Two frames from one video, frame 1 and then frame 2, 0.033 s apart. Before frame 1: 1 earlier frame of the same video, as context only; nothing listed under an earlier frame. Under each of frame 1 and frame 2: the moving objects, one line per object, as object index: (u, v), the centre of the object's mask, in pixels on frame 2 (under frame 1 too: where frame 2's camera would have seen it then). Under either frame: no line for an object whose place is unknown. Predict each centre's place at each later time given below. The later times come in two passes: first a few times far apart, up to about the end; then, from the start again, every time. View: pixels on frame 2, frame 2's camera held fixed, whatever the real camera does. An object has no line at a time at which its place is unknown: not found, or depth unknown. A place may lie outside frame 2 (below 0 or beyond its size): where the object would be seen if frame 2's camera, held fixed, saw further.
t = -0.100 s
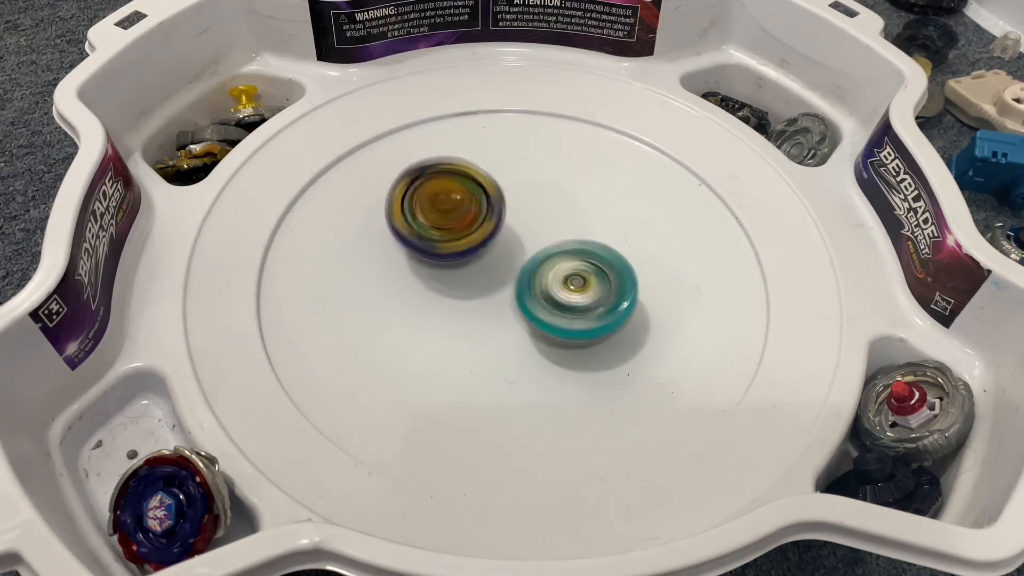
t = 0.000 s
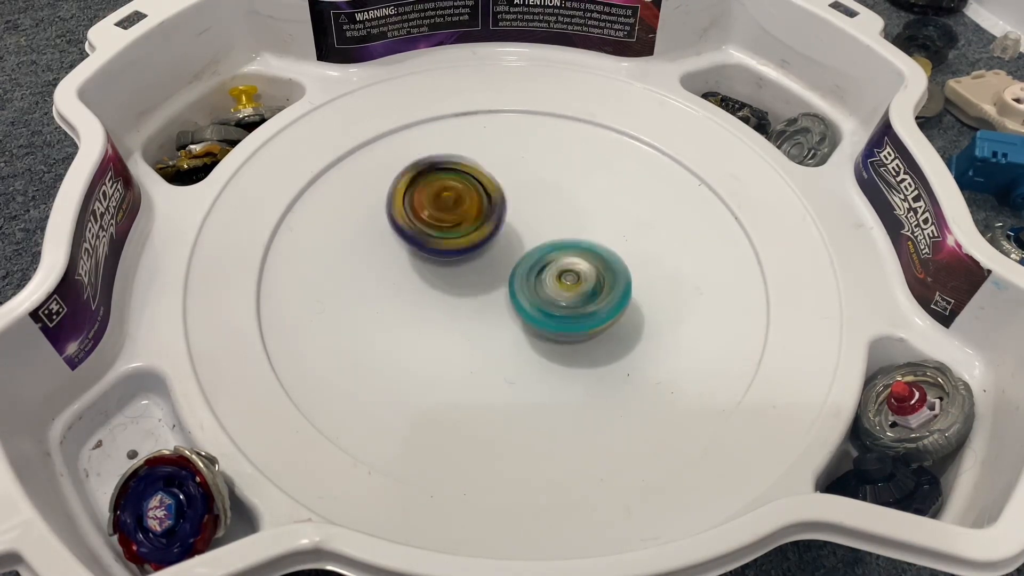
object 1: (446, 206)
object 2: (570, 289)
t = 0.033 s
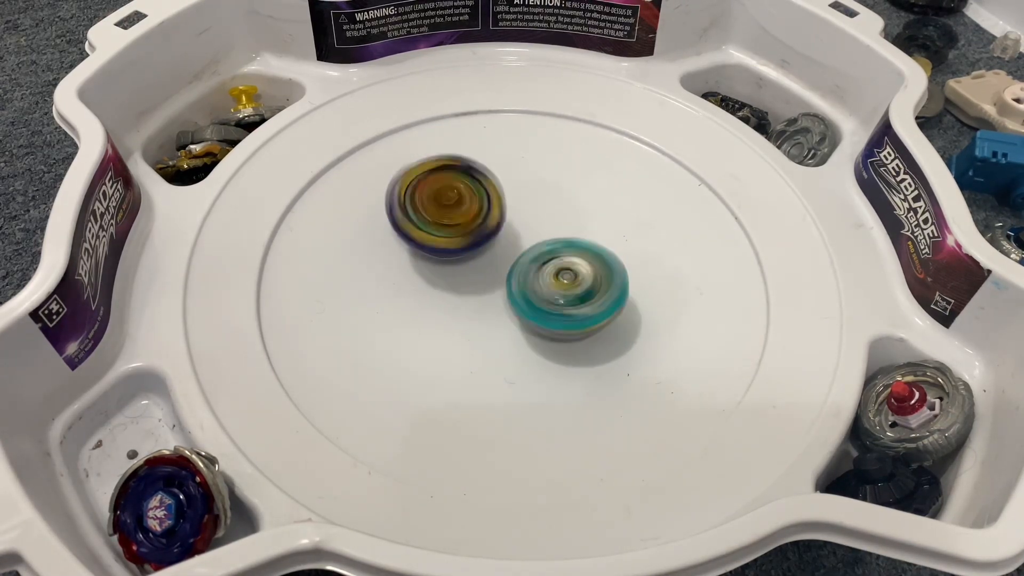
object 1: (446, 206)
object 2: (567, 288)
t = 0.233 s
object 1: (454, 209)
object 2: (554, 282)
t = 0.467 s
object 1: (447, 200)
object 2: (549, 290)
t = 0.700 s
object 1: (461, 204)
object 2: (539, 289)
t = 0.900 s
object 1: (471, 201)
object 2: (533, 290)
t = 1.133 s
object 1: (465, 188)
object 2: (535, 298)
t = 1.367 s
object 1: (478, 201)
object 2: (535, 299)
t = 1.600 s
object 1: (479, 201)
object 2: (535, 299)
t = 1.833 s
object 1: (484, 200)
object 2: (534, 298)
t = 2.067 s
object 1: (493, 202)
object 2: (532, 297)
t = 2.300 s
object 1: (493, 189)
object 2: (532, 306)
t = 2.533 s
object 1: (500, 204)
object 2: (530, 302)
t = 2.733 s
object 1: (500, 204)
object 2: (525, 304)
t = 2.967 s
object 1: (507, 202)
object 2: (520, 302)
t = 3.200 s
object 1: (517, 190)
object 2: (518, 307)
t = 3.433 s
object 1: (521, 195)
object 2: (518, 311)
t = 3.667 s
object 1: (524, 202)
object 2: (514, 314)
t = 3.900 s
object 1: (521, 208)
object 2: (516, 313)
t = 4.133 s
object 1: (524, 212)
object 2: (516, 313)
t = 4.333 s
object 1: (523, 204)
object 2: (516, 315)
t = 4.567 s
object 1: (524, 210)
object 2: (515, 317)
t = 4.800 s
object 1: (520, 206)
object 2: (513, 320)
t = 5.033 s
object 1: (523, 214)
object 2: (518, 314)
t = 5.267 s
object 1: (523, 213)
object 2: (519, 313)
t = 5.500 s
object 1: (517, 205)
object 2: (518, 314)
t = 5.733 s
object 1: (520, 205)
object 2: (522, 314)
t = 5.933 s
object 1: (521, 207)
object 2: (521, 314)
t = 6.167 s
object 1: (524, 213)
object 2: (523, 310)
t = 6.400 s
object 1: (532, 211)
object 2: (523, 310)
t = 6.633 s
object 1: (528, 207)
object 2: (520, 313)
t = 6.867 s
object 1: (528, 209)
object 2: (520, 312)
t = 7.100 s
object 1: (528, 211)
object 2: (519, 312)
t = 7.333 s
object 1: (532, 212)
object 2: (522, 311)
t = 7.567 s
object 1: (530, 204)
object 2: (521, 313)
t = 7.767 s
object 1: (530, 207)
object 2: (520, 313)
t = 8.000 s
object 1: (535, 213)
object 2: (521, 315)
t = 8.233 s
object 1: (541, 217)
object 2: (519, 311)
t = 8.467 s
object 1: (564, 166)
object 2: (501, 346)
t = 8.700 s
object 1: (564, 181)
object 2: (512, 338)
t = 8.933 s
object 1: (505, 237)
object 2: (519, 348)
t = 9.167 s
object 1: (488, 251)
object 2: (524, 357)
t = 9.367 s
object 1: (486, 244)
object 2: (532, 341)
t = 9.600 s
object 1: (468, 231)
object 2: (542, 336)
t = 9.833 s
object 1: (481, 231)
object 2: (552, 324)
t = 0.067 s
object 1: (447, 205)
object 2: (565, 287)
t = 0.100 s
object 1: (447, 204)
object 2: (563, 285)
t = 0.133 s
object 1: (449, 205)
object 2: (561, 284)
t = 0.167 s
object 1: (451, 206)
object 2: (559, 283)
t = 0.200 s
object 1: (453, 208)
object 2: (556, 283)
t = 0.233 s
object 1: (454, 209)
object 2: (554, 282)
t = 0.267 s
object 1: (456, 210)
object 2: (550, 282)
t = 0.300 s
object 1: (458, 211)
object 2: (548, 281)
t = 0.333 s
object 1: (456, 208)
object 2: (548, 283)
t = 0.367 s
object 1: (458, 209)
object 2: (546, 283)
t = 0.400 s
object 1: (455, 206)
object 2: (547, 286)
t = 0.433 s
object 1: (449, 201)
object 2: (549, 289)
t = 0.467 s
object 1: (447, 200)
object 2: (549, 290)
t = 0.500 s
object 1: (448, 200)
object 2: (548, 290)
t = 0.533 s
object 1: (452, 201)
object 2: (546, 290)
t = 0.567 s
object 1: (454, 202)
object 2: (544, 289)
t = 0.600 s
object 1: (457, 203)
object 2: (542, 289)
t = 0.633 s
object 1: (459, 204)
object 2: (540, 288)
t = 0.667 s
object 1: (461, 205)
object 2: (539, 288)
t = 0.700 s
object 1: (461, 204)
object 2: (539, 289)
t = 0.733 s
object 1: (462, 203)
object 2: (538, 289)
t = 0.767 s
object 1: (464, 203)
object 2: (537, 289)
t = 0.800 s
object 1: (465, 203)
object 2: (536, 289)
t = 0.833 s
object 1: (466, 201)
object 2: (535, 291)
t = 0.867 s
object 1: (468, 200)
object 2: (533, 290)
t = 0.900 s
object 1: (471, 201)
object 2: (533, 290)
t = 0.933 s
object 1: (472, 200)
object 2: (532, 290)
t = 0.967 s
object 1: (471, 199)
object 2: (531, 290)
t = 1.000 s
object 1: (472, 199)
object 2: (530, 290)
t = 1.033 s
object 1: (468, 192)
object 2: (534, 295)
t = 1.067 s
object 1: (465, 187)
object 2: (536, 298)
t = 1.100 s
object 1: (463, 187)
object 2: (535, 299)
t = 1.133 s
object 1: (465, 188)
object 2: (535, 298)
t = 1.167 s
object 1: (467, 191)
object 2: (535, 298)
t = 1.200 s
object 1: (471, 193)
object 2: (535, 297)
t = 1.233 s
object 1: (473, 197)
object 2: (535, 297)
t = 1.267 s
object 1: (476, 200)
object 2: (535, 296)
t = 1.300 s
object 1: (478, 203)
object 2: (535, 296)
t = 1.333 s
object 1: (478, 201)
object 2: (536, 298)
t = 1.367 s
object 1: (478, 201)
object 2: (535, 299)
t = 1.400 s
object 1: (478, 201)
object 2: (535, 298)
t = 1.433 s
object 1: (478, 203)
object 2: (536, 298)
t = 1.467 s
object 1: (480, 204)
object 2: (535, 296)
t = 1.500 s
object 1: (478, 203)
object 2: (536, 297)
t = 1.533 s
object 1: (477, 199)
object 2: (535, 299)
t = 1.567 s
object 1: (477, 200)
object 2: (535, 299)
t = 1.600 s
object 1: (479, 201)
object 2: (535, 299)
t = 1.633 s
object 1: (480, 203)
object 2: (534, 298)
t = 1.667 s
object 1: (483, 204)
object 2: (534, 298)
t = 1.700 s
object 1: (483, 205)
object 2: (534, 297)
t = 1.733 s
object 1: (485, 205)
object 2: (534, 295)
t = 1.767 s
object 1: (484, 201)
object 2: (535, 298)
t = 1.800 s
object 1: (483, 199)
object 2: (535, 298)
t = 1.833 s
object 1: (484, 200)
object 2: (534, 298)
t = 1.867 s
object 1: (487, 201)
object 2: (533, 298)
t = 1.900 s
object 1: (490, 201)
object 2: (533, 297)
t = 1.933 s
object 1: (493, 203)
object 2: (533, 296)
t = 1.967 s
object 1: (493, 202)
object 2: (533, 296)
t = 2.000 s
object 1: (492, 202)
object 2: (533, 296)
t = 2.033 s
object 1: (493, 202)
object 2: (533, 296)
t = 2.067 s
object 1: (493, 202)
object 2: (532, 297)
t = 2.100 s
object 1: (494, 202)
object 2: (531, 298)
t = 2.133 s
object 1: (495, 202)
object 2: (531, 297)
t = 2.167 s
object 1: (494, 195)
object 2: (534, 302)
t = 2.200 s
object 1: (491, 190)
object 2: (534, 306)
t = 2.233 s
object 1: (490, 188)
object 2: (532, 307)
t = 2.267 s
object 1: (491, 188)
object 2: (531, 307)
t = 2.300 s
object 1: (493, 189)
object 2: (532, 306)
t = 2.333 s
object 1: (494, 191)
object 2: (533, 306)
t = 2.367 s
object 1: (495, 193)
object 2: (532, 305)
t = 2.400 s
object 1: (496, 195)
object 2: (532, 305)
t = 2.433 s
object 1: (498, 196)
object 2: (531, 305)
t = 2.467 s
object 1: (499, 199)
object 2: (531, 303)
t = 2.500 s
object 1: (500, 202)
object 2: (531, 302)
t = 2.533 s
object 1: (500, 204)
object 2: (530, 302)
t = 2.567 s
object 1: (498, 198)
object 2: (529, 306)
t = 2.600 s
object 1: (497, 198)
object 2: (527, 306)
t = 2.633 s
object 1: (497, 200)
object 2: (527, 305)
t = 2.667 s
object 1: (498, 201)
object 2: (526, 304)
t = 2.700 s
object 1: (498, 203)
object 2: (526, 305)
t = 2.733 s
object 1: (500, 204)
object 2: (525, 304)
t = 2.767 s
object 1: (500, 203)
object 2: (525, 304)
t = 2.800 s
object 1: (502, 201)
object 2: (523, 305)
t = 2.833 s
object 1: (502, 201)
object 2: (522, 304)
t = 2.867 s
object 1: (504, 203)
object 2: (523, 303)
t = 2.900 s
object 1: (506, 203)
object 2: (522, 302)
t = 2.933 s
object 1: (506, 202)
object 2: (521, 302)
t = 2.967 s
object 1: (507, 202)
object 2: (520, 302)
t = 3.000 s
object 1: (508, 203)
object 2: (521, 300)
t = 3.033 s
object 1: (509, 203)
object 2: (519, 301)
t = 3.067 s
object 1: (511, 202)
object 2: (519, 301)
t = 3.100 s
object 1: (512, 202)
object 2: (519, 301)
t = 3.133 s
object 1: (514, 202)
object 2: (518, 301)
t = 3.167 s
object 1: (515, 201)
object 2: (518, 300)
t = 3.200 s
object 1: (517, 190)
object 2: (518, 307)
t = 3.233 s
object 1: (518, 183)
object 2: (516, 311)
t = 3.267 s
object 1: (518, 180)
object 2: (516, 312)
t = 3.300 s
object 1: (518, 181)
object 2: (517, 311)
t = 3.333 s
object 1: (519, 183)
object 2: (516, 313)
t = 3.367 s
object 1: (520, 187)
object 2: (518, 311)
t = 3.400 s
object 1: (520, 191)
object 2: (518, 311)
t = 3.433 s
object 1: (521, 195)
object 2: (518, 311)
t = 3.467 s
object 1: (523, 199)
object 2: (519, 310)
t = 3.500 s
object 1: (523, 204)
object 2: (518, 310)
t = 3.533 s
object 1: (524, 208)
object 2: (520, 309)
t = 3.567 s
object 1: (525, 208)
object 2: (519, 311)
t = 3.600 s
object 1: (525, 203)
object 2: (517, 315)
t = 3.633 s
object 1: (525, 202)
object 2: (516, 315)
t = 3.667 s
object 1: (524, 202)
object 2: (514, 314)
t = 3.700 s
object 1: (523, 205)
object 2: (516, 313)
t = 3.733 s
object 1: (523, 207)
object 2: (516, 313)
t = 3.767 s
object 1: (524, 211)
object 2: (517, 312)
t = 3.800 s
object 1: (525, 212)
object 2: (518, 311)
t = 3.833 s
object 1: (523, 208)
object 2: (515, 315)
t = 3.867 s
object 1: (522, 206)
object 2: (516, 315)
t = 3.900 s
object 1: (521, 208)
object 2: (516, 313)
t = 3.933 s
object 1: (522, 210)
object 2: (517, 314)
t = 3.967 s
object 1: (524, 212)
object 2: (517, 313)
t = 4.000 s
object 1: (525, 214)
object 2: (517, 313)
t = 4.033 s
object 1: (526, 214)
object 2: (517, 312)
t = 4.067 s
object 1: (526, 214)
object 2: (517, 312)
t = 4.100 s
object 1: (525, 213)
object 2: (516, 311)
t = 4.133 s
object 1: (524, 212)
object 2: (516, 313)
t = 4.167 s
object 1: (521, 212)
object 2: (517, 312)
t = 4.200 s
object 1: (522, 213)
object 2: (517, 313)
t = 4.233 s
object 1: (524, 211)
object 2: (516, 315)
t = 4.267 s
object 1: (526, 206)
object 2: (516, 317)
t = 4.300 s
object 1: (524, 204)
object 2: (514, 317)
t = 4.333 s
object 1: (523, 204)
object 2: (516, 315)
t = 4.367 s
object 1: (523, 205)
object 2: (515, 317)
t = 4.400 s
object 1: (524, 207)
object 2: (516, 315)
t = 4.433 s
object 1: (524, 209)
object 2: (515, 316)
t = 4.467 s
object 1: (525, 211)
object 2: (517, 314)
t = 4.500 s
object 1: (526, 212)
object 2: (516, 313)
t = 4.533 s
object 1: (526, 212)
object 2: (516, 314)
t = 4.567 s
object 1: (524, 210)
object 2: (515, 317)
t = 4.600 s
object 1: (522, 211)
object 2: (514, 316)
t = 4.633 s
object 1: (523, 212)
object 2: (515, 315)
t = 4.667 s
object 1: (524, 213)
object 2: (516, 315)
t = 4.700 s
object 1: (524, 214)
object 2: (516, 314)
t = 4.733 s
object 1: (522, 214)
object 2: (516, 315)
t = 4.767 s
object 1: (521, 210)
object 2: (515, 316)
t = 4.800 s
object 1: (520, 206)
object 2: (513, 320)
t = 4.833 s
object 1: (517, 207)
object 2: (514, 318)
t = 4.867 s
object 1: (517, 208)
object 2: (515, 318)
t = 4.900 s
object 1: (519, 209)
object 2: (515, 318)
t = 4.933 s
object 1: (520, 211)
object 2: (515, 317)
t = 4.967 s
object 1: (521, 212)
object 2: (516, 315)
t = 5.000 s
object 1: (522, 213)
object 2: (517, 316)
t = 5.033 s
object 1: (523, 214)
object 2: (518, 314)
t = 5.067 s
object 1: (524, 215)
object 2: (517, 315)
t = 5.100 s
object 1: (523, 214)
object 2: (517, 314)
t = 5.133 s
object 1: (521, 212)
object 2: (517, 315)
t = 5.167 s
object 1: (519, 211)
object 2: (516, 314)
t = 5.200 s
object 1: (519, 213)
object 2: (517, 314)
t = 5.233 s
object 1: (521, 214)
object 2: (518, 314)
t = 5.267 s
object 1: (523, 213)
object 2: (519, 313)
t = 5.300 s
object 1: (524, 213)
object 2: (518, 312)
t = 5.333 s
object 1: (523, 212)
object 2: (518, 312)
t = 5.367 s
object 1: (522, 211)
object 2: (517, 312)
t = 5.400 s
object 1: (521, 210)
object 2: (518, 311)
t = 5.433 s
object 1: (520, 206)
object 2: (517, 315)
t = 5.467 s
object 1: (517, 205)
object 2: (517, 315)
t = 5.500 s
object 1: (517, 205)
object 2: (518, 314)
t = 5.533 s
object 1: (519, 207)
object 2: (518, 314)
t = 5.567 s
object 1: (519, 207)
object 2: (520, 313)
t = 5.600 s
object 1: (520, 207)
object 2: (520, 313)
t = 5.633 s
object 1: (521, 208)
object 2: (521, 311)
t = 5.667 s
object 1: (521, 209)
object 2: (521, 312)
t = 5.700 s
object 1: (521, 209)
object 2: (522, 312)
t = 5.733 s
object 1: (520, 205)
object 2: (522, 314)
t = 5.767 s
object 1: (520, 199)
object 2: (520, 318)
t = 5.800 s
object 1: (517, 199)
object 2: (519, 318)
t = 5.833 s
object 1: (516, 202)
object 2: (519, 317)
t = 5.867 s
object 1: (518, 204)
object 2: (520, 315)
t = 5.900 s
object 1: (520, 205)
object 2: (522, 314)
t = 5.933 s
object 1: (521, 207)
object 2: (521, 314)
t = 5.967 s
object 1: (521, 208)
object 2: (522, 312)
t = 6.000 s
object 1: (522, 211)
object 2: (522, 312)
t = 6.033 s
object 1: (523, 213)
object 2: (522, 311)
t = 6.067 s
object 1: (524, 214)
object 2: (523, 311)
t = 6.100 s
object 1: (523, 213)
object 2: (522, 312)
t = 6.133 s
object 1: (522, 212)
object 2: (520, 312)
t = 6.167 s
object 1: (524, 213)
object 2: (523, 310)
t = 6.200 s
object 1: (524, 211)
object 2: (521, 313)
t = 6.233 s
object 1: (523, 211)
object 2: (521, 312)
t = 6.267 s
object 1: (525, 212)
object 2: (522, 312)
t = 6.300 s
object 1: (529, 212)
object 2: (522, 311)
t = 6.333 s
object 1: (529, 212)
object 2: (524, 311)
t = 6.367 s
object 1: (531, 212)
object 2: (524, 310)
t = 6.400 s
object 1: (532, 211)
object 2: (523, 310)
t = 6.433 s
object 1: (530, 210)
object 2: (524, 309)
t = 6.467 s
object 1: (529, 210)
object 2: (524, 310)
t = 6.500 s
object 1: (528, 207)
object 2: (521, 314)
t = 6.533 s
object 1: (526, 204)
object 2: (520, 316)
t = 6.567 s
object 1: (527, 205)
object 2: (519, 315)
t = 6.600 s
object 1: (527, 207)
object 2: (519, 314)
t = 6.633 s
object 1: (528, 207)
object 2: (520, 313)
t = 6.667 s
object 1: (530, 208)
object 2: (521, 313)
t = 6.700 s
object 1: (529, 209)
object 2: (520, 312)
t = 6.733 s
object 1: (531, 209)
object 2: (521, 311)
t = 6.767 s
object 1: (532, 211)
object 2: (522, 311)
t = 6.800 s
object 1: (531, 211)
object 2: (522, 311)
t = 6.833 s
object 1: (530, 210)
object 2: (520, 311)
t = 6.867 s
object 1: (528, 209)
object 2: (520, 312)
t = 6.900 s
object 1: (527, 203)
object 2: (518, 314)
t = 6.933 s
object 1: (524, 203)
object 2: (516, 315)
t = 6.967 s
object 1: (523, 206)
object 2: (518, 313)
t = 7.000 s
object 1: (526, 208)
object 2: (519, 313)
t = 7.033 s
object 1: (527, 210)
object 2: (519, 312)
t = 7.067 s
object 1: (527, 212)
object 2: (519, 312)
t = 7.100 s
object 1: (528, 211)
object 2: (519, 312)
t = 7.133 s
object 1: (528, 206)
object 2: (519, 315)
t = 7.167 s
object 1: (526, 205)
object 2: (517, 314)
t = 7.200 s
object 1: (526, 207)
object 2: (518, 314)
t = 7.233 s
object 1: (529, 209)
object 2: (520, 313)
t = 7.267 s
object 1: (531, 210)
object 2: (520, 313)
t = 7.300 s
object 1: (533, 211)
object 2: (521, 312)
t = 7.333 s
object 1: (532, 212)
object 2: (522, 311)
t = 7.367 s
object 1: (535, 212)
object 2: (522, 310)
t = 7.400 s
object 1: (536, 211)
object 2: (523, 312)
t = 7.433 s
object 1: (536, 203)
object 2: (521, 317)
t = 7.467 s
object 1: (533, 201)
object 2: (518, 318)
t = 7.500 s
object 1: (530, 200)
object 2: (517, 316)
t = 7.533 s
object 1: (529, 202)
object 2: (519, 314)
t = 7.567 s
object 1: (530, 204)
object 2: (521, 313)
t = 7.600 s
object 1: (531, 207)
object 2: (521, 313)
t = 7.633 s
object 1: (532, 209)
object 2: (522, 312)
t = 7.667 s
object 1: (533, 209)
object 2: (523, 310)
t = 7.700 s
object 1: (535, 210)
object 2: (524, 310)
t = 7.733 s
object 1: (533, 206)
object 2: (522, 314)
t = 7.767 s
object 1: (530, 207)
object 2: (520, 313)
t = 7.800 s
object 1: (530, 209)
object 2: (521, 312)
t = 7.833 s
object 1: (531, 211)
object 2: (522, 311)
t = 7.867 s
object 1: (532, 208)
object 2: (522, 315)
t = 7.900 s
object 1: (531, 207)
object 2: (520, 317)
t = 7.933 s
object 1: (532, 209)
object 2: (518, 316)
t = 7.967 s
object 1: (534, 211)
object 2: (519, 316)
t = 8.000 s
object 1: (535, 213)
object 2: (521, 315)
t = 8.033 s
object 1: (535, 214)
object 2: (522, 314)
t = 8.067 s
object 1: (537, 215)
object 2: (521, 313)
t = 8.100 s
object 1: (537, 217)
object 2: (521, 314)
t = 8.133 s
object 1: (538, 218)
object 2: (521, 314)
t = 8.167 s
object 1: (540, 217)
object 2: (520, 313)
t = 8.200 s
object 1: (542, 217)
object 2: (518, 313)
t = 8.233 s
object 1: (541, 217)
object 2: (519, 311)
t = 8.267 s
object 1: (541, 218)
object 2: (520, 311)
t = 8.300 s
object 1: (544, 219)
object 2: (520, 312)
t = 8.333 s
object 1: (545, 210)
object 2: (516, 320)
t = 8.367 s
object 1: (550, 191)
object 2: (512, 335)
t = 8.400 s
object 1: (552, 181)
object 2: (507, 345)
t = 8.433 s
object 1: (558, 172)
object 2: (502, 348)
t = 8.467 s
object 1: (564, 166)
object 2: (501, 346)
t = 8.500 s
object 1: (567, 162)
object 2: (502, 343)
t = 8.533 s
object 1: (567, 160)
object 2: (503, 341)
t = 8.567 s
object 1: (565, 162)
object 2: (505, 340)
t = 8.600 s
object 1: (563, 166)
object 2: (506, 340)
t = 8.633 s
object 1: (564, 171)
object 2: (508, 338)
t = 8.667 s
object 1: (564, 176)
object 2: (510, 337)
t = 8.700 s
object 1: (564, 181)
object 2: (512, 338)
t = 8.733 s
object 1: (561, 188)
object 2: (514, 337)
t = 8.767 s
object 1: (556, 194)
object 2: (516, 337)
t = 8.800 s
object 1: (548, 202)
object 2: (518, 337)
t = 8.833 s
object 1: (541, 213)
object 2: (519, 338)
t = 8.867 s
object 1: (529, 223)
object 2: (519, 338)
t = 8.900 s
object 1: (520, 234)
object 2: (520, 339)
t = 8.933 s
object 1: (505, 237)
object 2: (519, 348)
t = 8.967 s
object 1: (496, 236)
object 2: (522, 357)
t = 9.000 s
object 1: (491, 236)
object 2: (521, 360)
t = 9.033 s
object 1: (491, 240)
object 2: (522, 361)
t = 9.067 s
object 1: (491, 243)
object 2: (521, 359)
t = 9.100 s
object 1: (492, 250)
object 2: (522, 356)
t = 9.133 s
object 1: (491, 254)
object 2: (523, 354)
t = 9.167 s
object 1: (488, 251)
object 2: (524, 357)
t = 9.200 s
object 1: (489, 246)
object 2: (523, 358)
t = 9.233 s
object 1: (485, 242)
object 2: (522, 355)
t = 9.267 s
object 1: (482, 242)
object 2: (525, 352)
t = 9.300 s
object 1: (481, 243)
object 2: (526, 348)
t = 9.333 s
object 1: (483, 244)
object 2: (530, 345)
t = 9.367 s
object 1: (486, 244)
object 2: (532, 341)
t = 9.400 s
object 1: (488, 243)
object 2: (535, 340)
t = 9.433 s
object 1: (486, 242)
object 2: (536, 337)
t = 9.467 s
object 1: (479, 237)
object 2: (537, 336)
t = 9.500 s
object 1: (474, 232)
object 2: (538, 336)
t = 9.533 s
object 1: (468, 231)
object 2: (540, 336)
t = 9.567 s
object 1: (468, 231)
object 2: (541, 337)
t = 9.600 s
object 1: (468, 231)
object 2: (542, 336)
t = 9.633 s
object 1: (471, 233)
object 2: (542, 337)
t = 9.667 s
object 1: (475, 231)
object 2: (543, 334)
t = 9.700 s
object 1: (478, 231)
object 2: (544, 332)
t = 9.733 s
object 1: (480, 230)
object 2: (546, 331)
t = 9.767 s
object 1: (480, 229)
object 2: (549, 327)
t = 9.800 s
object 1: (482, 230)
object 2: (551, 327)
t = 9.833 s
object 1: (481, 231)
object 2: (552, 324)
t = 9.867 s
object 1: (483, 233)
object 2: (554, 325)
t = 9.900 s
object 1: (487, 235)
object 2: (552, 325)
